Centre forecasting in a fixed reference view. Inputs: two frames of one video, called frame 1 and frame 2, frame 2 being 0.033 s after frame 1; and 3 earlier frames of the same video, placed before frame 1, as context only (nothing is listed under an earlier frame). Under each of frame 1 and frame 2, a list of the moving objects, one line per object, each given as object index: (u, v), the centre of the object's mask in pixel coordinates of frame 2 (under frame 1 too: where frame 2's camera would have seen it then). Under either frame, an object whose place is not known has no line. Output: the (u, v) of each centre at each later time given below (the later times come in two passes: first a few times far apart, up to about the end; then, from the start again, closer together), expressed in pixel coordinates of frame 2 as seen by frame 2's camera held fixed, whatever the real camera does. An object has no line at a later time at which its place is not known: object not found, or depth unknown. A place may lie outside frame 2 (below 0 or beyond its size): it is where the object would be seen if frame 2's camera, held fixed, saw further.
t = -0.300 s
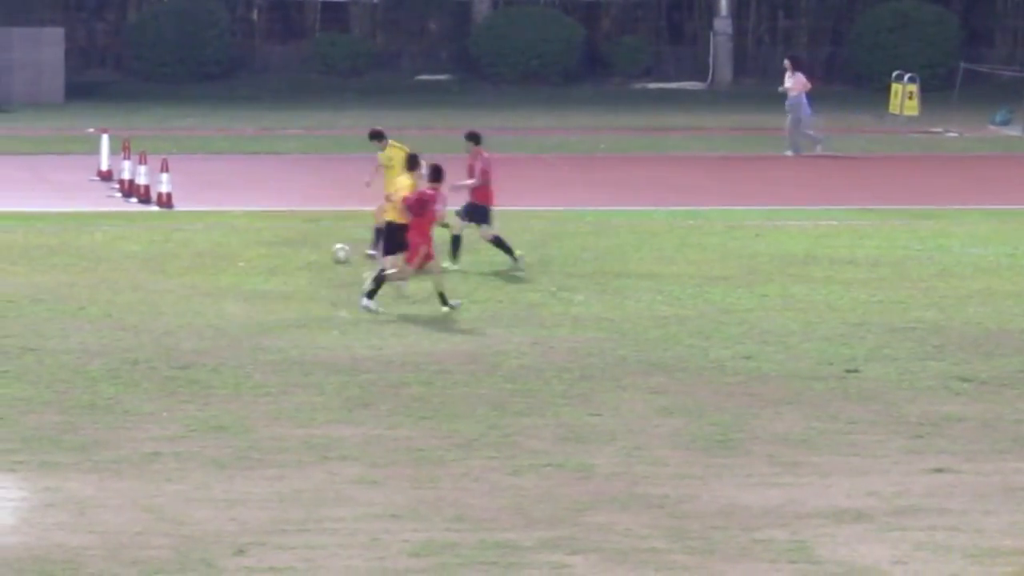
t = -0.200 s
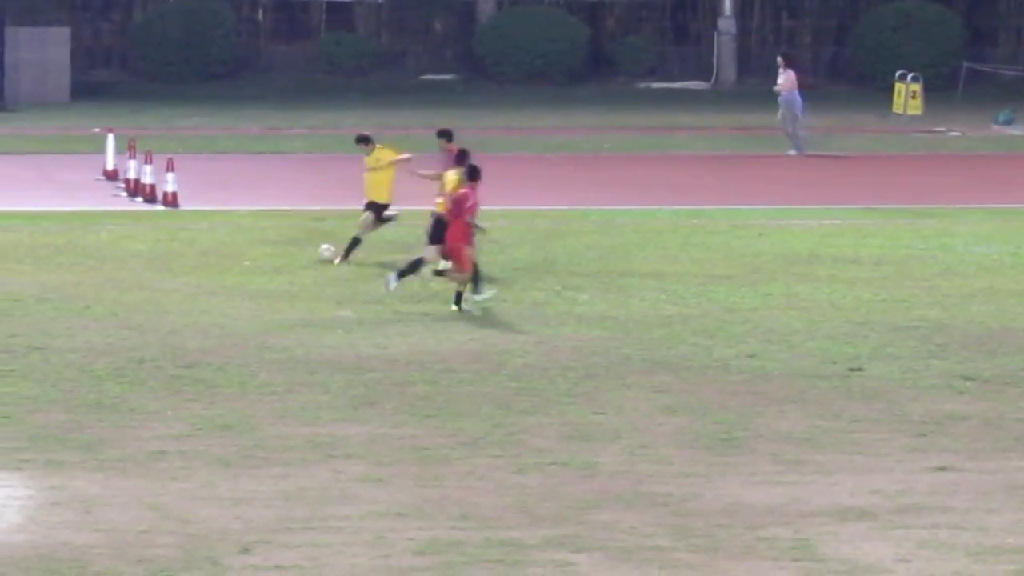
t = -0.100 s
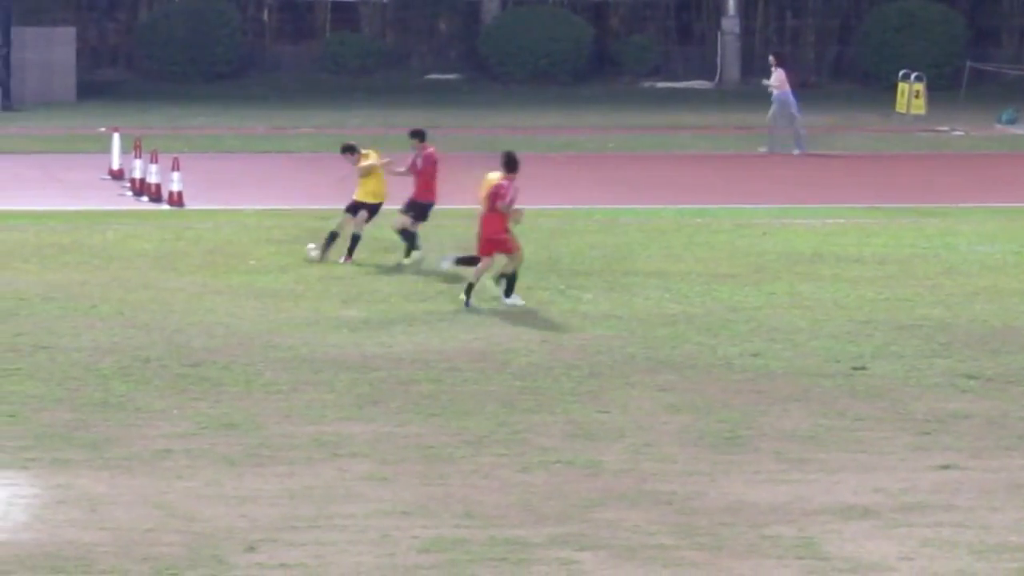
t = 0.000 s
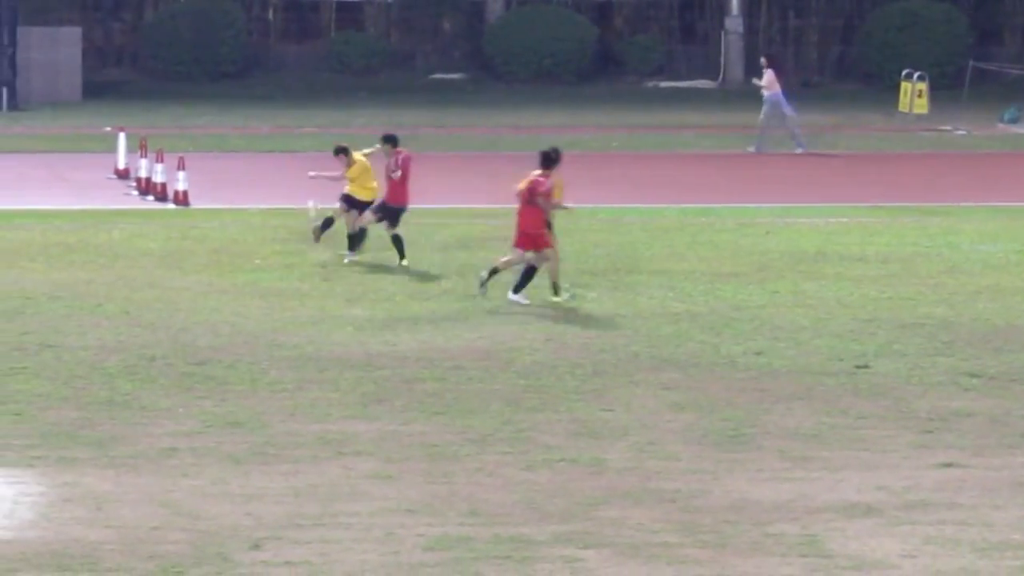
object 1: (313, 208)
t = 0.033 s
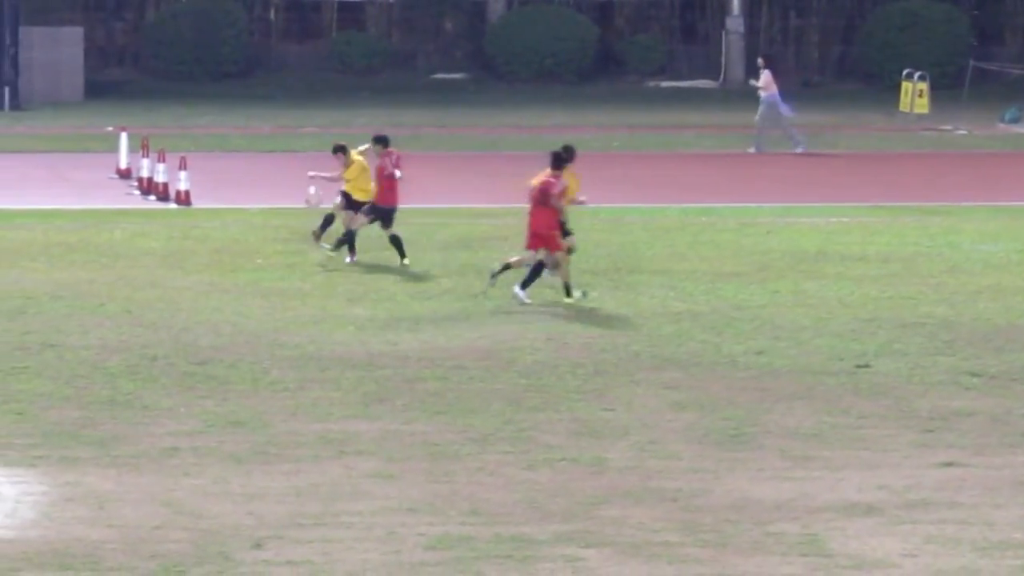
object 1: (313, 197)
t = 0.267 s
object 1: (324, 126)
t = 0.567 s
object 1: (363, 100)
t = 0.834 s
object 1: (414, 146)
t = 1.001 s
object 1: (457, 205)
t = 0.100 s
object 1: (314, 170)
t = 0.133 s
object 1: (315, 159)
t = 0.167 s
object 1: (317, 150)
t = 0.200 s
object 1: (319, 141)
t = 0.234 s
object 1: (322, 133)
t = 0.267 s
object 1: (324, 126)
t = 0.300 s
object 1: (327, 119)
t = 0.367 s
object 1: (333, 109)
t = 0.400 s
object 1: (338, 105)
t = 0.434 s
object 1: (343, 102)
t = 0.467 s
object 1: (348, 102)
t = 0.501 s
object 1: (353, 100)
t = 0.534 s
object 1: (357, 100)
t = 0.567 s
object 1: (363, 100)
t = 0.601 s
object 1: (368, 103)
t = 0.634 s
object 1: (374, 106)
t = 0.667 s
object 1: (379, 110)
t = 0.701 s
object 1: (386, 114)
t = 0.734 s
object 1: (393, 120)
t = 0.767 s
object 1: (399, 126)
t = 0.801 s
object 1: (407, 135)
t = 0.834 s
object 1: (414, 146)
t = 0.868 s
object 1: (420, 153)
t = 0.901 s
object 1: (429, 165)
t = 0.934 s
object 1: (438, 177)
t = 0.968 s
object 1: (448, 192)
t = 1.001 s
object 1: (457, 205)
